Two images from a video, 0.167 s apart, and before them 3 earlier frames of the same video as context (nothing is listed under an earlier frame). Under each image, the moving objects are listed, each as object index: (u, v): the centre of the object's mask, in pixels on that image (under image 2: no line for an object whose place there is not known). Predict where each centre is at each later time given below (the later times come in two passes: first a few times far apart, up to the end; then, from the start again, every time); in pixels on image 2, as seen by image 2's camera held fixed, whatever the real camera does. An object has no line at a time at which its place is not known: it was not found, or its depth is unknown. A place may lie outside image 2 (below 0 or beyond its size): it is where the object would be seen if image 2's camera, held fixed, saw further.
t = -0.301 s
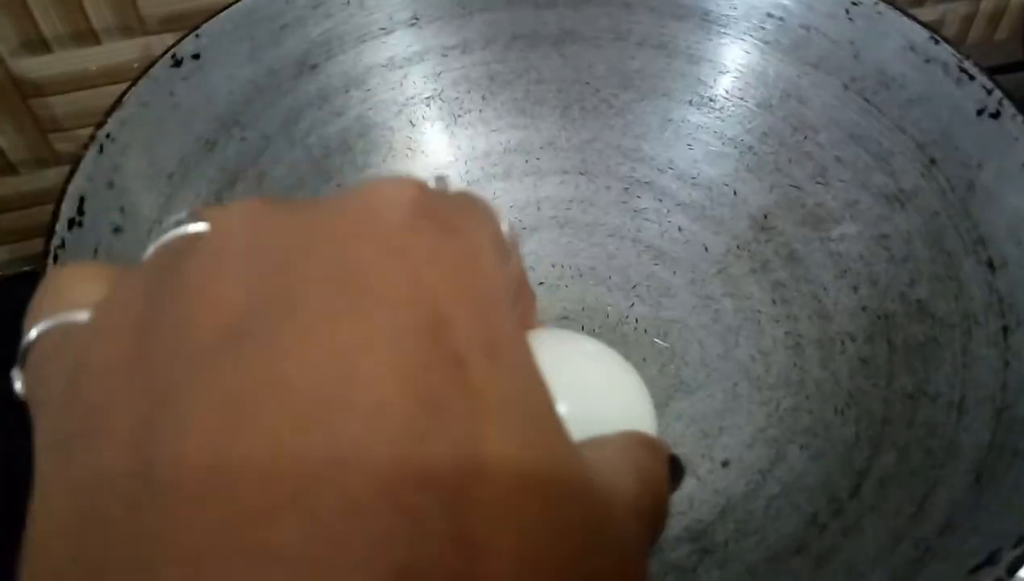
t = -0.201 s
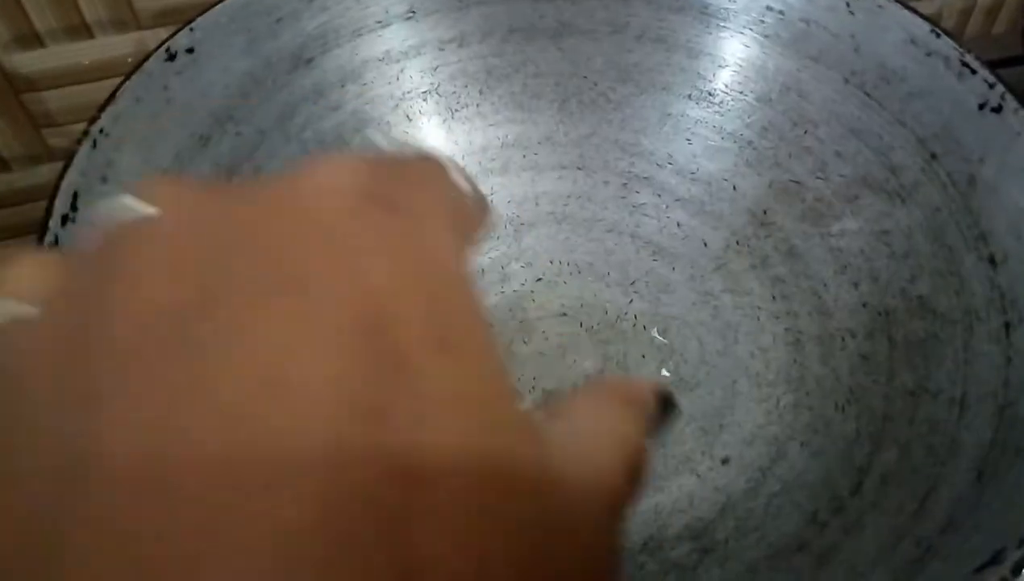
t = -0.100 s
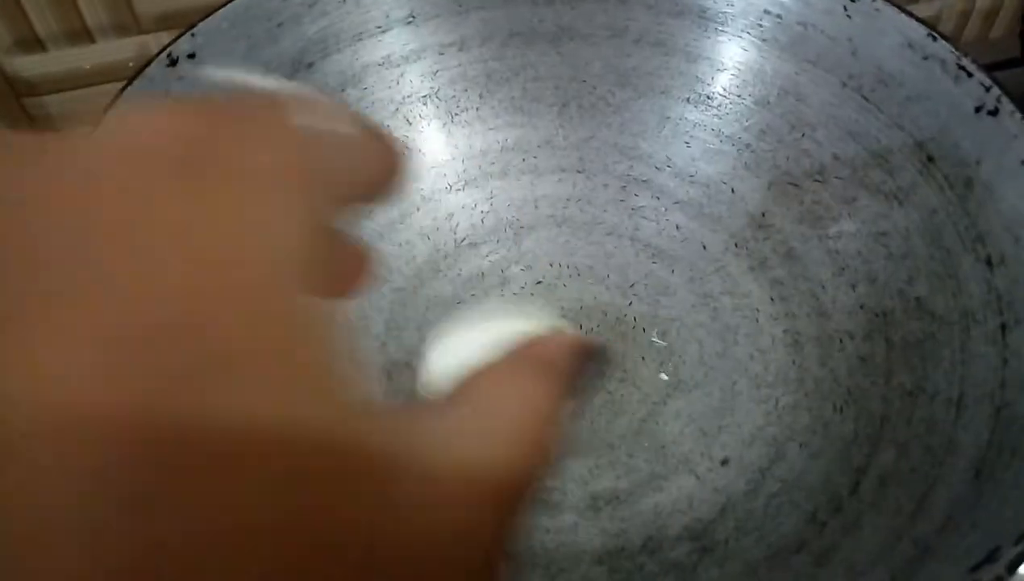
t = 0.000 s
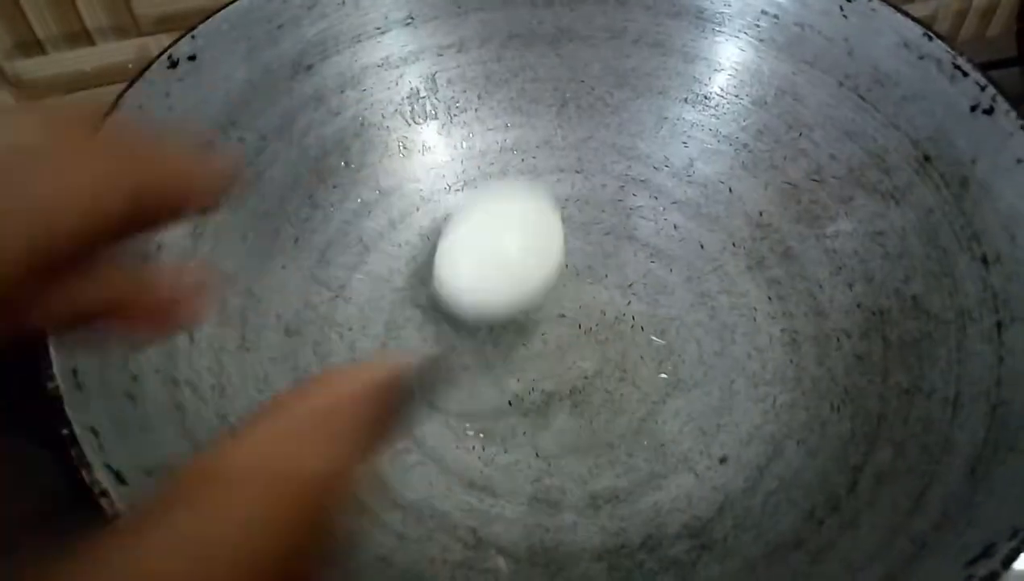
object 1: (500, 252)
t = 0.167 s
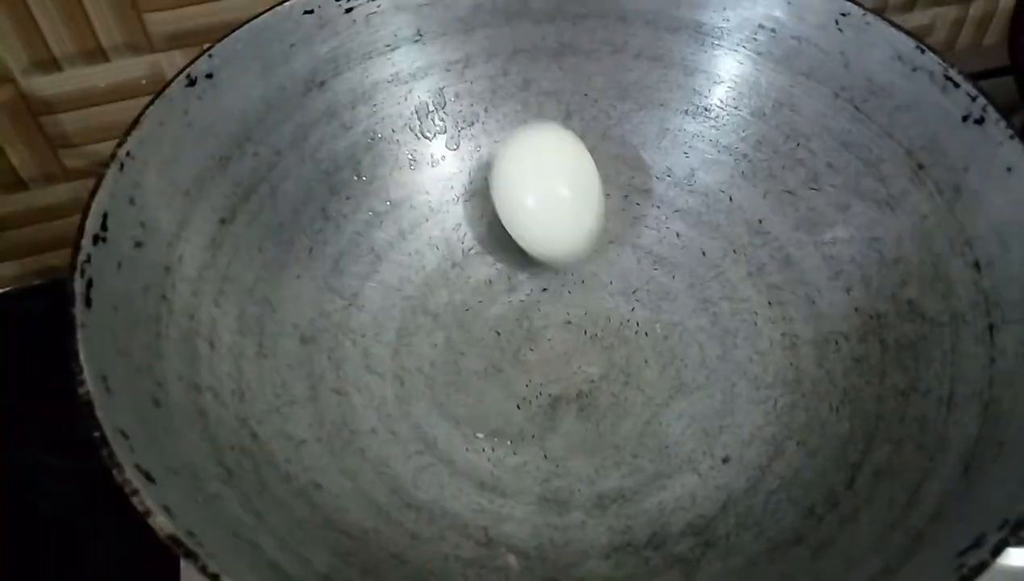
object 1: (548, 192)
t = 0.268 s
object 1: (580, 267)
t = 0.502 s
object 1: (636, 456)
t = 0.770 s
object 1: (545, 339)
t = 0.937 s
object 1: (517, 242)
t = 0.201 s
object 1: (558, 211)
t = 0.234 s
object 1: (569, 234)
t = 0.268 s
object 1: (580, 267)
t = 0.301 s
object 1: (590, 297)
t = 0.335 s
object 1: (601, 330)
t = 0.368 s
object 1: (614, 361)
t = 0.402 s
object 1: (624, 392)
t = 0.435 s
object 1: (631, 419)
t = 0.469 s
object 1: (635, 441)
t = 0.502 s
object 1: (636, 456)
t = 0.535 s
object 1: (632, 463)
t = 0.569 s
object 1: (623, 463)
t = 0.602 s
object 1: (612, 454)
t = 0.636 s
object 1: (596, 436)
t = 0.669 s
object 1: (583, 416)
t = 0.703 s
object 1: (569, 391)
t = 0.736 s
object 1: (556, 365)
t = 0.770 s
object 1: (545, 339)
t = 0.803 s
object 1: (537, 317)
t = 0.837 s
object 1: (530, 294)
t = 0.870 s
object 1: (523, 274)
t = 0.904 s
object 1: (519, 255)
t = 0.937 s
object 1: (517, 242)
